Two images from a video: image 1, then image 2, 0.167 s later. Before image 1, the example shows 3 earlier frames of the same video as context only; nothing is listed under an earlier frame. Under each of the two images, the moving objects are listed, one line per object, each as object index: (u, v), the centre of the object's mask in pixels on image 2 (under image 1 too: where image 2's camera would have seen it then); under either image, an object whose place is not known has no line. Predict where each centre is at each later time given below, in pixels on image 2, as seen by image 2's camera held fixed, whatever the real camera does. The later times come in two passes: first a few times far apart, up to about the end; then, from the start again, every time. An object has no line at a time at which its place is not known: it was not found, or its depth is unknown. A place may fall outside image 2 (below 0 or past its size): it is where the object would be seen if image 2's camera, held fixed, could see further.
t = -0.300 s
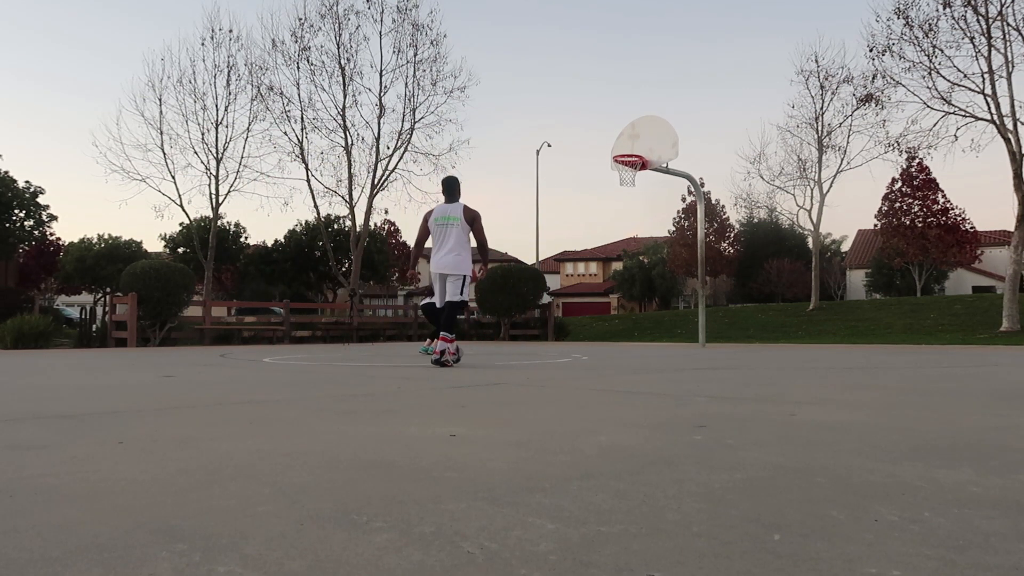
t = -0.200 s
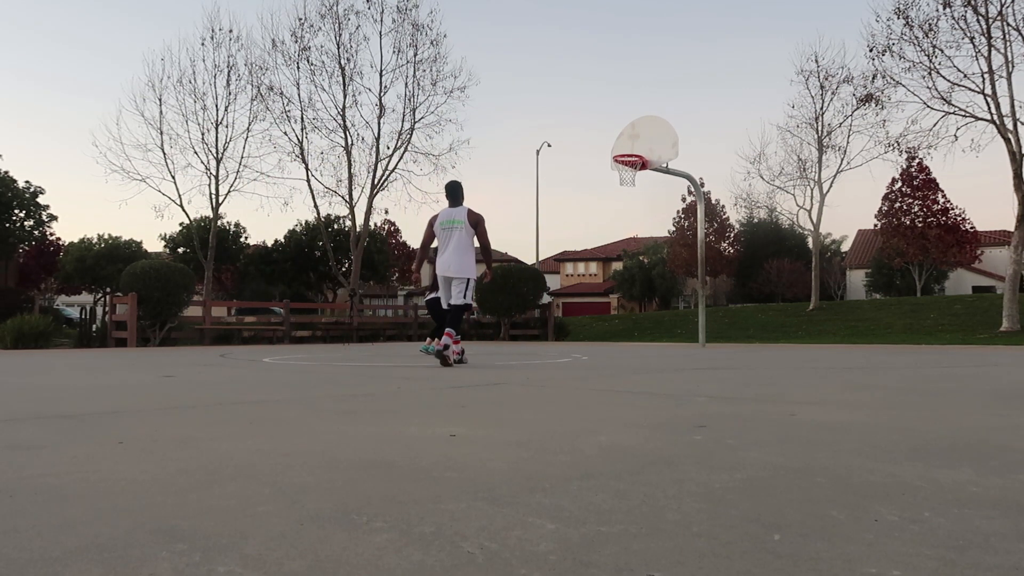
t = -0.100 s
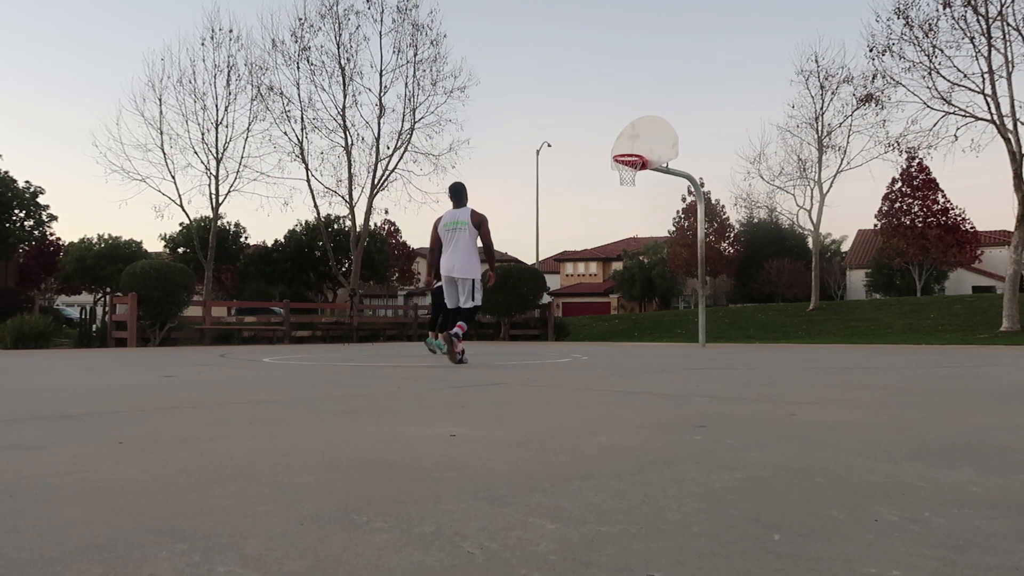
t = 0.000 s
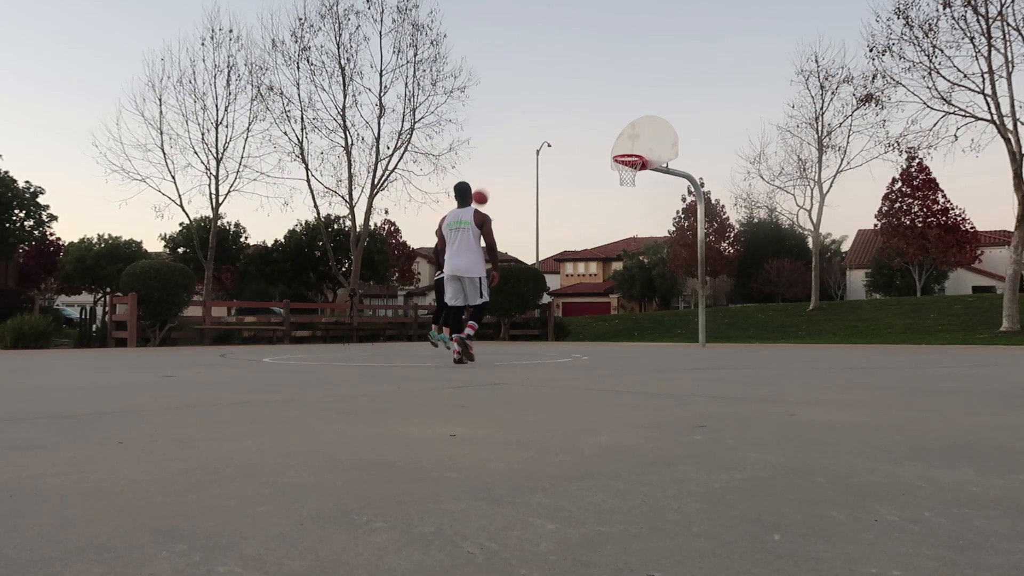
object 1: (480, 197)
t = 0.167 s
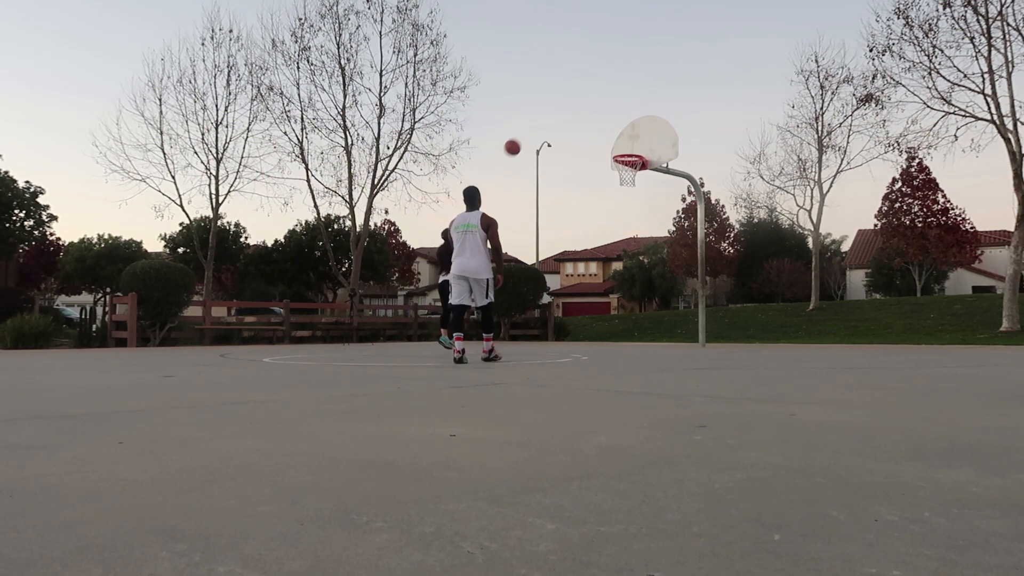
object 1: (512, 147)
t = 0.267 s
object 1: (531, 128)
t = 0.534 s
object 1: (575, 110)
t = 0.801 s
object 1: (615, 137)
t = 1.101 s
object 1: (627, 178)
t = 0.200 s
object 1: (518, 140)
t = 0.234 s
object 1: (524, 133)
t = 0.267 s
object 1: (531, 128)
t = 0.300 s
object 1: (537, 123)
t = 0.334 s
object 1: (542, 119)
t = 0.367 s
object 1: (548, 115)
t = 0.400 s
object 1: (554, 113)
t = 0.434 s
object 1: (559, 111)
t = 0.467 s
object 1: (565, 110)
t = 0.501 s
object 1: (570, 110)
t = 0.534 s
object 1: (575, 110)
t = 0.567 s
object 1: (580, 111)
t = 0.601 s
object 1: (586, 113)
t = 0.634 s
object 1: (591, 115)
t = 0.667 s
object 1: (596, 119)
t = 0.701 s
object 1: (601, 122)
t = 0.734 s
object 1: (605, 127)
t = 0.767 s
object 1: (610, 132)
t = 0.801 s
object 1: (615, 137)
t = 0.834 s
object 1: (620, 143)
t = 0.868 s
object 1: (625, 149)
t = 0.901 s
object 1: (629, 154)
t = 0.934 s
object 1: (629, 161)
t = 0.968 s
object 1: (632, 167)
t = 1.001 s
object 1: (630, 174)
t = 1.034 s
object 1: (629, 176)
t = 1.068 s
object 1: (628, 177)
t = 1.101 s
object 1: (627, 178)
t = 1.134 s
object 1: (626, 181)
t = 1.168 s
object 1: (625, 183)
